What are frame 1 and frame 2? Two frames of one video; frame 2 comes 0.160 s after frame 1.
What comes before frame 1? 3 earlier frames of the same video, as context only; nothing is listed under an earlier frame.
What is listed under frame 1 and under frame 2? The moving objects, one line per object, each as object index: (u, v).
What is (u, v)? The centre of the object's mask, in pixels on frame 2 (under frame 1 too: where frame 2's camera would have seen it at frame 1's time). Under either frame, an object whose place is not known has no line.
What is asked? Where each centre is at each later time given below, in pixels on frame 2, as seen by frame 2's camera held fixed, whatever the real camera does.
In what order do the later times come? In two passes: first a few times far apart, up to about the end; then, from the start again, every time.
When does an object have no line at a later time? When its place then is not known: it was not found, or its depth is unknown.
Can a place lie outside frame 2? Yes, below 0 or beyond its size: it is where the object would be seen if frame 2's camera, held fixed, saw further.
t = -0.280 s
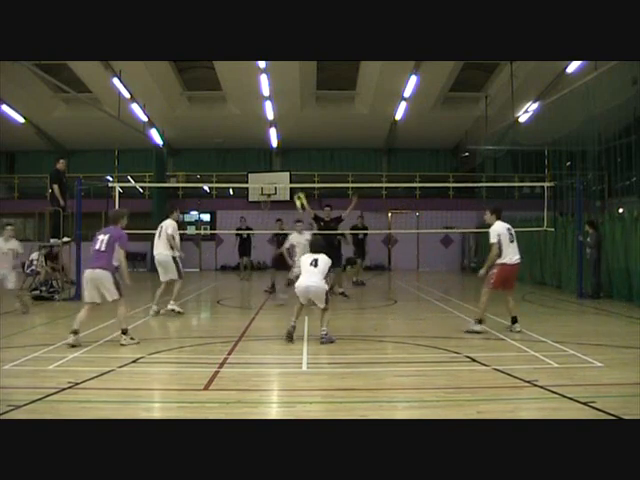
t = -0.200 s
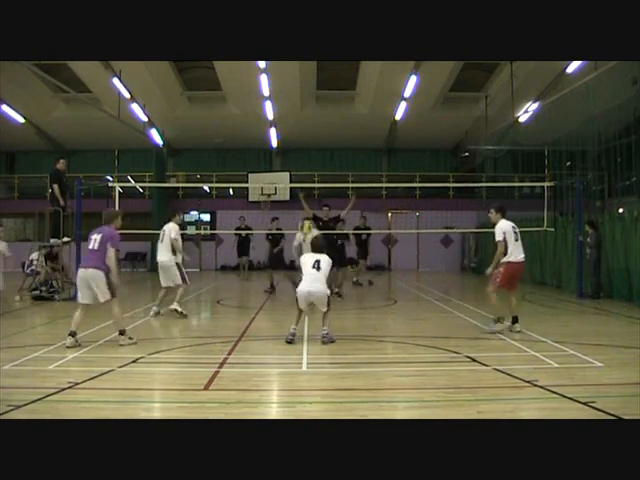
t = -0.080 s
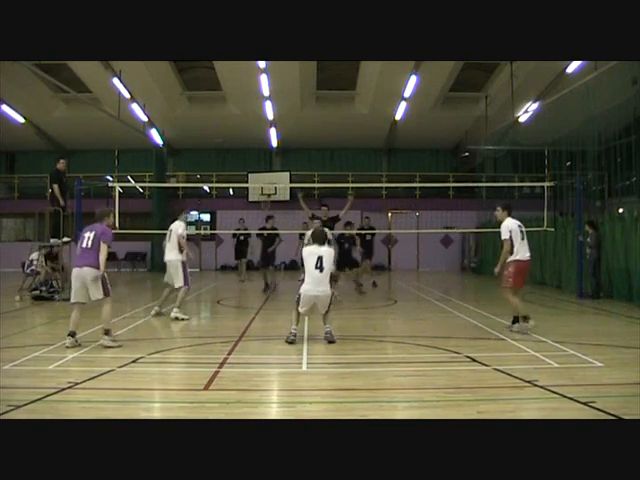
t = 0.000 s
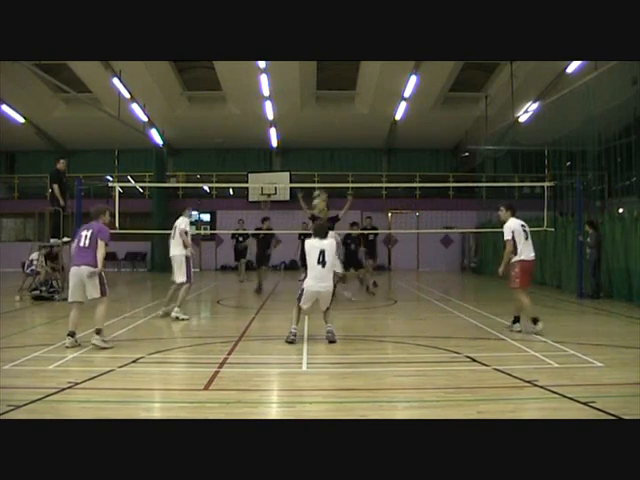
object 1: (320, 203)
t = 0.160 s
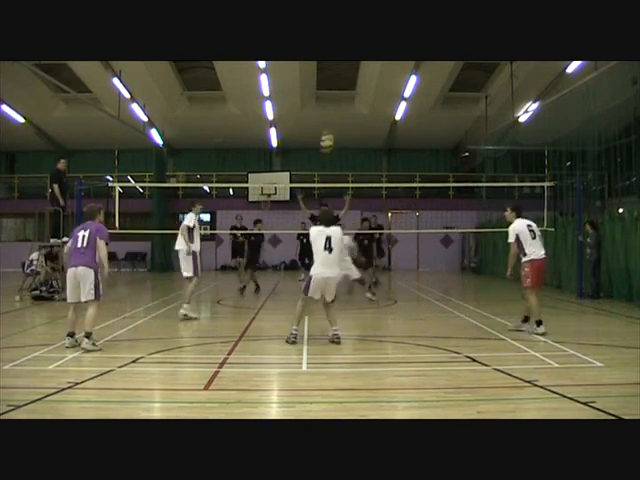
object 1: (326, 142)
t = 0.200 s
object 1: (328, 129)
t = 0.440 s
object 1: (337, 90)
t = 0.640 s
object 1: (344, 85)
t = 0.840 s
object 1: (351, 102)
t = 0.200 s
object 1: (328, 129)
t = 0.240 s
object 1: (330, 120)
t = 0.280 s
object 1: (331, 112)
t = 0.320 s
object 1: (333, 103)
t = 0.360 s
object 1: (335, 98)
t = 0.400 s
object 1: (335, 93)
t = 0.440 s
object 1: (337, 90)
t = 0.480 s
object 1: (338, 86)
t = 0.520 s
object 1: (340, 85)
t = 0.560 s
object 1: (341, 84)
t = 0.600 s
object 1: (342, 83)
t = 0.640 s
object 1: (344, 85)
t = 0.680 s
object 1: (346, 87)
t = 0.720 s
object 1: (347, 90)
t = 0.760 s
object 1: (349, 93)
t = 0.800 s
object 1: (349, 97)
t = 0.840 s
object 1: (351, 102)
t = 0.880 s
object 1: (351, 109)
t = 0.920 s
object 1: (353, 114)
